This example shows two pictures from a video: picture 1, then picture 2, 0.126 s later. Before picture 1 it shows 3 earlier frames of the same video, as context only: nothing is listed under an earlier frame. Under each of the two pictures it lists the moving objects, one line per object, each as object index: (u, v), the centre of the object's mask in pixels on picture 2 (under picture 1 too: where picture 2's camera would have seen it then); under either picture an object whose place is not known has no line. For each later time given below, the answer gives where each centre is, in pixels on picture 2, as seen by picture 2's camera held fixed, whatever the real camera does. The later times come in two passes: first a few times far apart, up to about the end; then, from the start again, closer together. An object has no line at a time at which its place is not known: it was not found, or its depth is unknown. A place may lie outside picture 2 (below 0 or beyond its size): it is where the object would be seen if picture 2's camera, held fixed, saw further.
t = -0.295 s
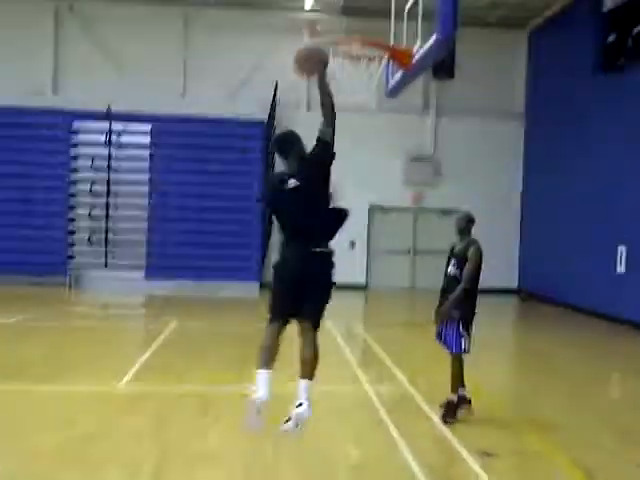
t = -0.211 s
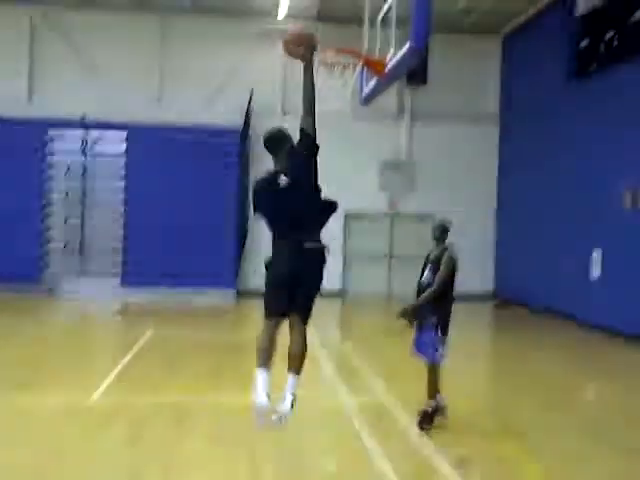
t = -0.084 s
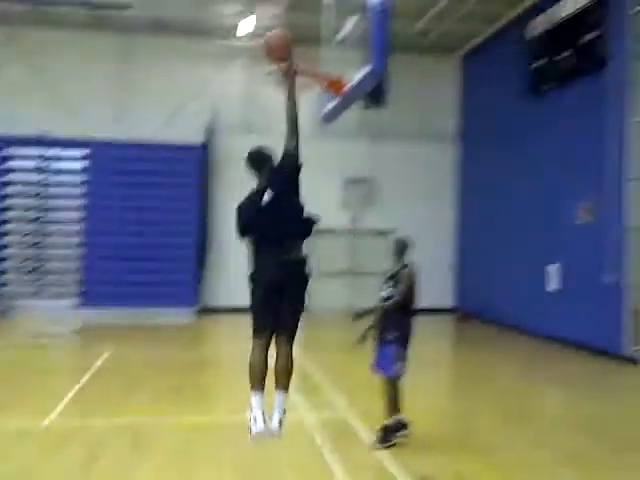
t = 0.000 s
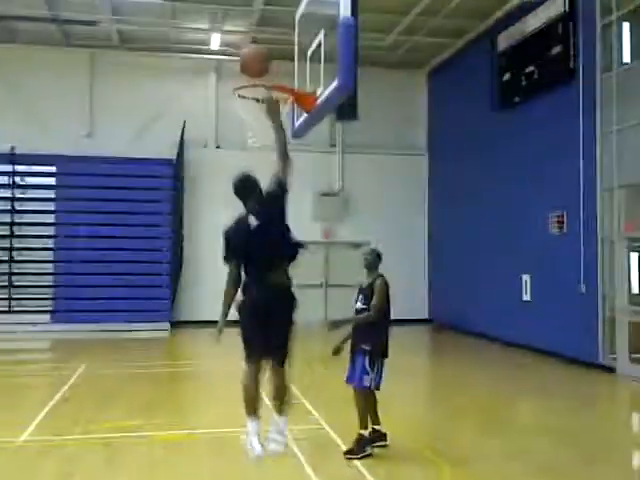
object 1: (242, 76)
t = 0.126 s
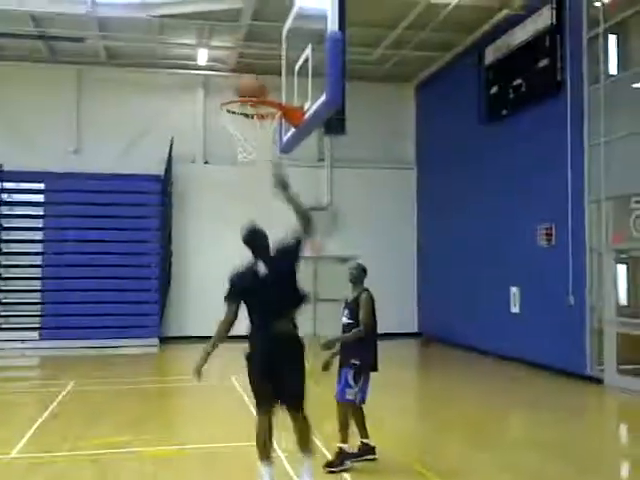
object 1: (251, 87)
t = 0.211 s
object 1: (258, 91)
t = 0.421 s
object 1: (248, 88)
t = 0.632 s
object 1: (247, 107)
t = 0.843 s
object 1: (273, 126)
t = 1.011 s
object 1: (267, 154)
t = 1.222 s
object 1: (235, 218)
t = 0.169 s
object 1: (255, 92)
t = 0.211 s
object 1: (258, 91)
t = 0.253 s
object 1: (257, 91)
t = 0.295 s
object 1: (257, 94)
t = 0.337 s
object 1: (256, 90)
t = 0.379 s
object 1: (252, 88)
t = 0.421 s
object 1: (248, 88)
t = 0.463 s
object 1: (245, 91)
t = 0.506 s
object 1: (241, 97)
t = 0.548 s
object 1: (238, 100)
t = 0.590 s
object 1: (240, 98)
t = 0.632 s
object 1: (247, 107)
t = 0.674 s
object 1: (254, 108)
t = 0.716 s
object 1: (261, 113)
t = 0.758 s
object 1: (266, 118)
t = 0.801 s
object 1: (271, 123)
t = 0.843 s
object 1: (273, 126)
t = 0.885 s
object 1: (270, 123)
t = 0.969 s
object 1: (270, 150)
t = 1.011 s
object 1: (267, 154)
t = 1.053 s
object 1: (261, 158)
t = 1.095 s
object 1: (255, 162)
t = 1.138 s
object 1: (251, 170)
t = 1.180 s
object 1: (241, 200)
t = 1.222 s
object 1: (235, 218)
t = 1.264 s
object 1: (230, 238)
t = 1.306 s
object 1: (226, 261)
